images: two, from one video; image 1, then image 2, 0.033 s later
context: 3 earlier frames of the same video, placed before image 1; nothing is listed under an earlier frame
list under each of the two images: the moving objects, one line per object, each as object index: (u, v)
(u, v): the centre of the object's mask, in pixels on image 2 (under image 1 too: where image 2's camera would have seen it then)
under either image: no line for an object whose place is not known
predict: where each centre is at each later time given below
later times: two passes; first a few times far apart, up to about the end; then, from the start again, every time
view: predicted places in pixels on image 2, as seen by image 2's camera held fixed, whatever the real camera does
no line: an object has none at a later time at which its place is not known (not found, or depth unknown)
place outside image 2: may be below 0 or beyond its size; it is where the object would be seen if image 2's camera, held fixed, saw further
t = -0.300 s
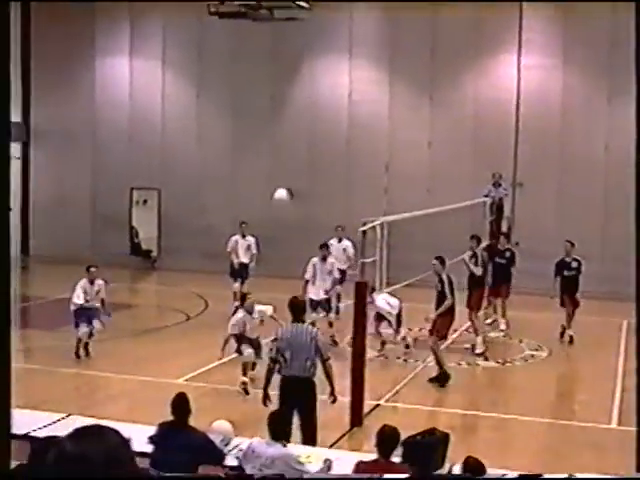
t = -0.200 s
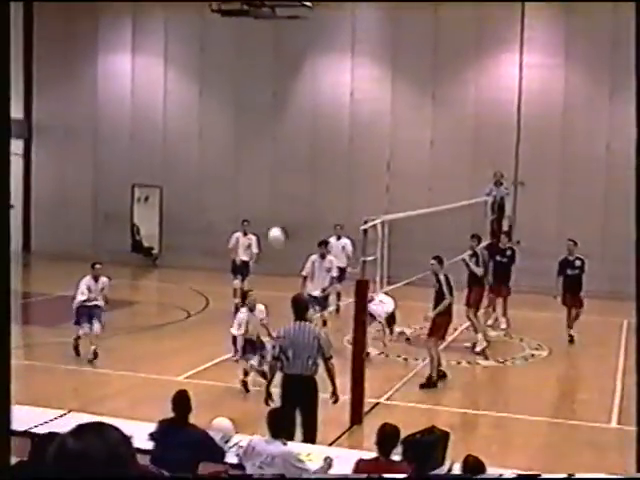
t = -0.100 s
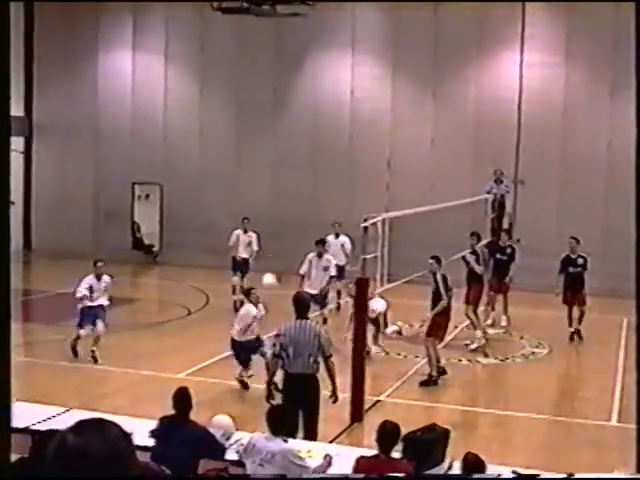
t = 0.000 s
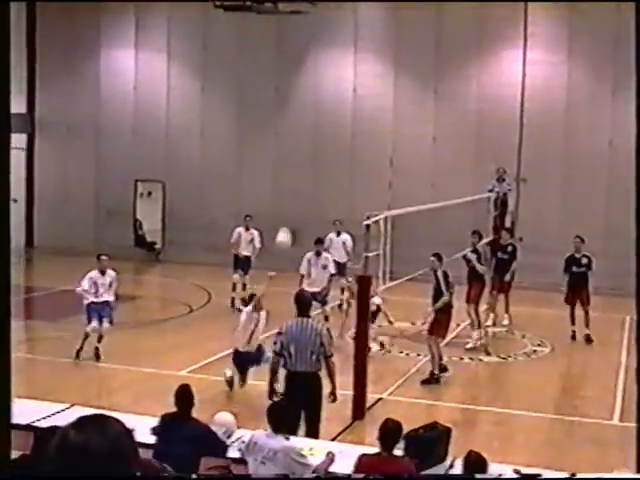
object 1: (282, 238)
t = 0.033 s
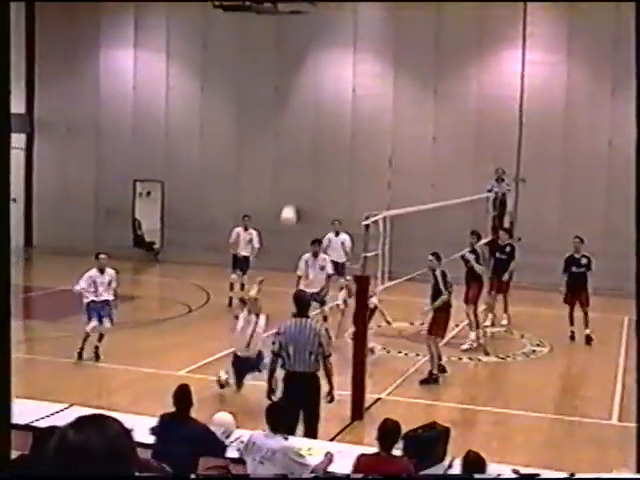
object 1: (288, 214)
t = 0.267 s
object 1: (324, 93)
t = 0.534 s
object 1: (354, 24)
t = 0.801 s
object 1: (375, 11)
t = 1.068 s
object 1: (390, 40)
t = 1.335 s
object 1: (401, 101)
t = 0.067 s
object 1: (294, 193)
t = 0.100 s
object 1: (299, 174)
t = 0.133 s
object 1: (304, 155)
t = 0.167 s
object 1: (309, 137)
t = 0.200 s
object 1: (315, 120)
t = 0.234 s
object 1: (319, 107)
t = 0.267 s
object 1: (324, 93)
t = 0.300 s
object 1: (327, 81)
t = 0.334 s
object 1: (332, 72)
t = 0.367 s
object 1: (336, 62)
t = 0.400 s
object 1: (340, 53)
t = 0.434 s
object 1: (344, 44)
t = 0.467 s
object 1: (347, 35)
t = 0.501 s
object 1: (351, 29)
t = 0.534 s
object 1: (354, 24)
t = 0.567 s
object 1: (356, 20)
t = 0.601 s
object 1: (359, 16)
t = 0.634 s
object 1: (362, 14)
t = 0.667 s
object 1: (365, 11)
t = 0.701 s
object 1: (367, 10)
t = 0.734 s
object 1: (370, 9)
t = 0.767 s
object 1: (373, 10)
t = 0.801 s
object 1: (375, 11)
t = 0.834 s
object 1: (377, 13)
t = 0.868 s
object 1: (379, 15)
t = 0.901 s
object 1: (381, 17)
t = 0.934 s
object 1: (382, 21)
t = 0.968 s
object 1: (385, 25)
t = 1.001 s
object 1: (387, 29)
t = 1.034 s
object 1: (389, 34)
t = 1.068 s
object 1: (390, 40)
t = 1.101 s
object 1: (392, 46)
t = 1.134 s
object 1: (394, 52)
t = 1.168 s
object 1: (395, 59)
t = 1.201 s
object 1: (397, 67)
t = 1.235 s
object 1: (398, 74)
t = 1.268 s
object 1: (398, 84)
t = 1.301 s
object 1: (400, 92)
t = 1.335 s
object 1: (401, 101)
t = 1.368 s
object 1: (401, 111)
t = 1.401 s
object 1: (403, 121)
